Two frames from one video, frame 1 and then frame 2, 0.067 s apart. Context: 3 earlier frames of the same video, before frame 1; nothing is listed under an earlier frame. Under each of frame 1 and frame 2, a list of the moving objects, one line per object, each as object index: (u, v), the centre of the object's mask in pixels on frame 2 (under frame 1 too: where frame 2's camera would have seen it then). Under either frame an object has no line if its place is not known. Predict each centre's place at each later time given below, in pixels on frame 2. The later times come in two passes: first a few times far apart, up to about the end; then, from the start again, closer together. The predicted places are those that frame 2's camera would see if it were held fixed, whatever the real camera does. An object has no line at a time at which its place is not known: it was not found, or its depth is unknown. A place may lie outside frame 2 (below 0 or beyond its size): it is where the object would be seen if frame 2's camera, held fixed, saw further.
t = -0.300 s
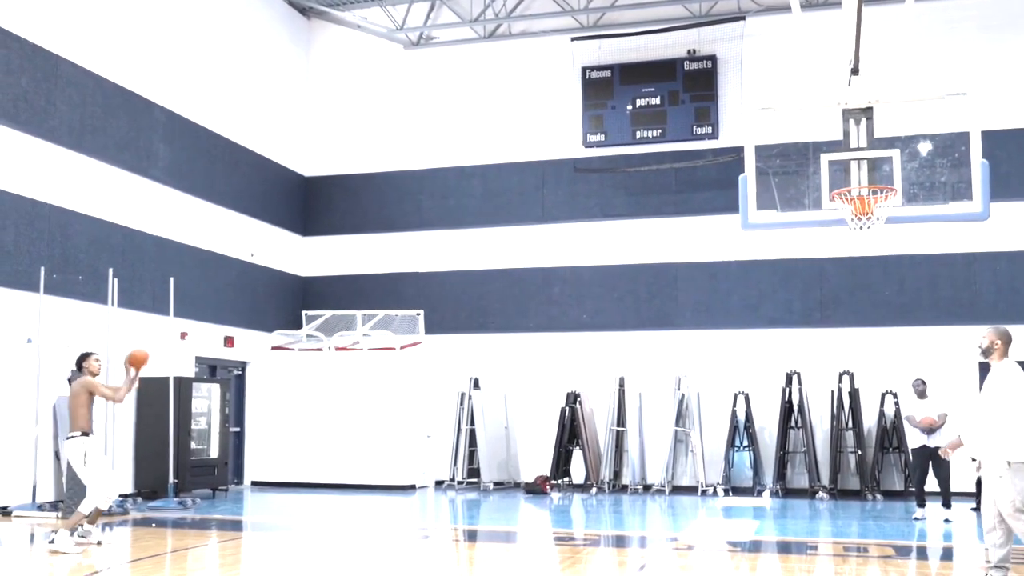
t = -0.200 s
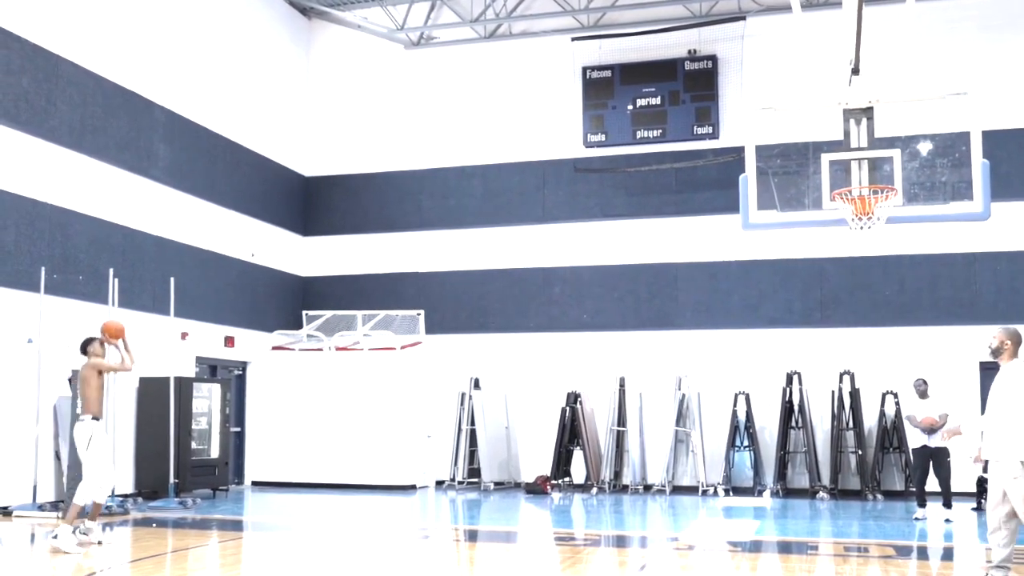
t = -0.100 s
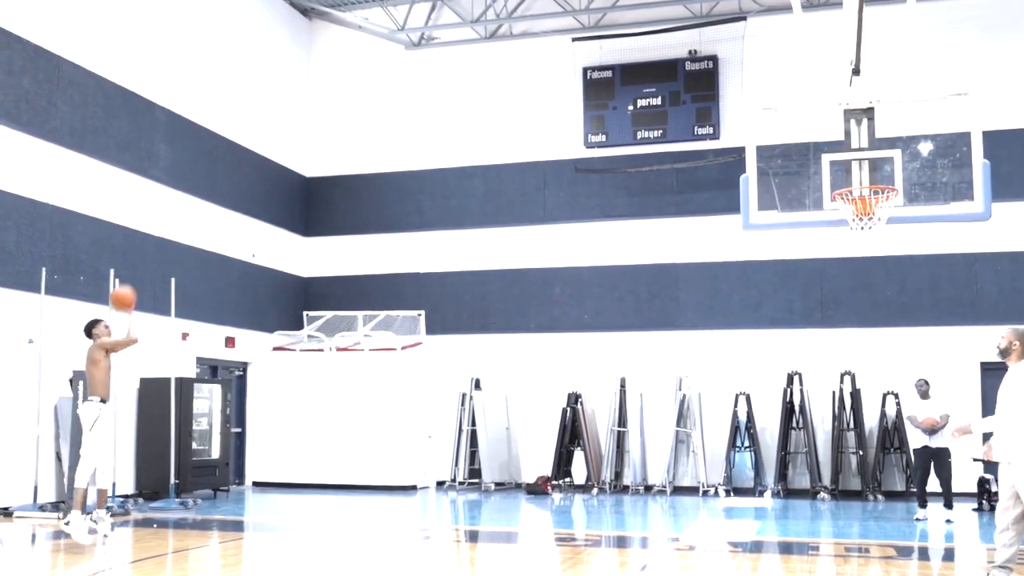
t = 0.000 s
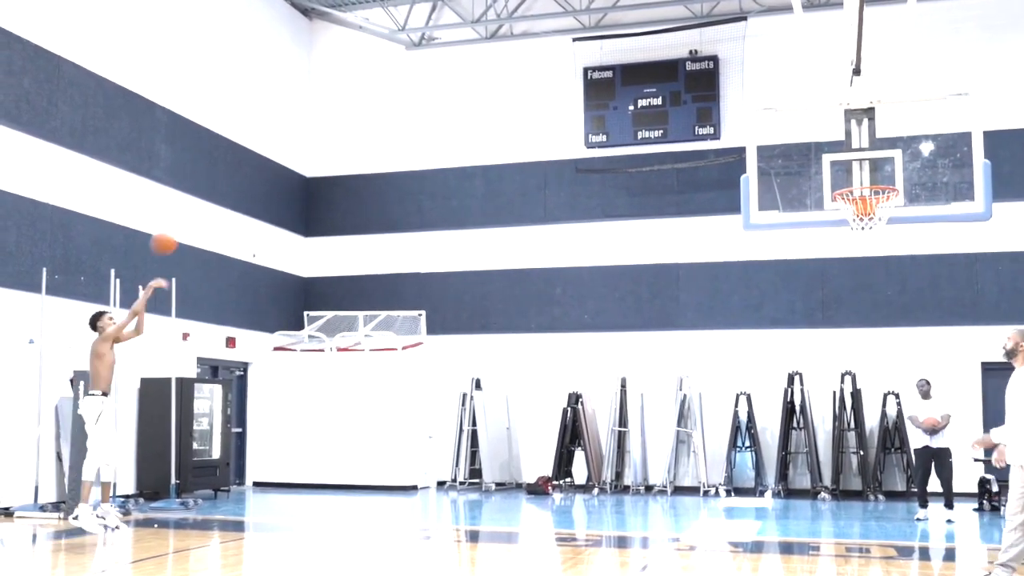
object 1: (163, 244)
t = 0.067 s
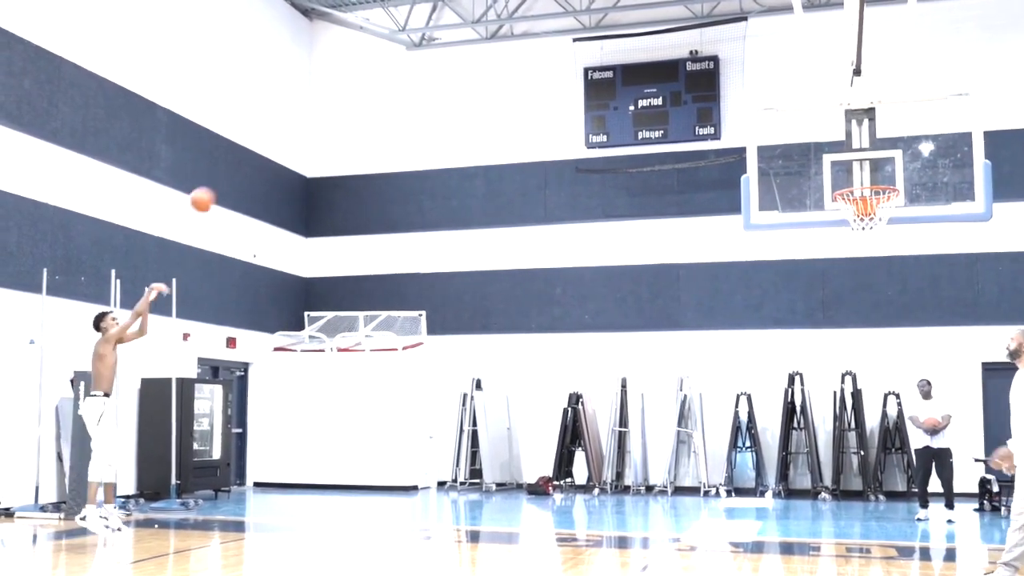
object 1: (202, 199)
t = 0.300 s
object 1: (324, 99)
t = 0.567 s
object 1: (474, 38)
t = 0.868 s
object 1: (658, 61)
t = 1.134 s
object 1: (841, 171)
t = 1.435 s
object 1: (852, 229)
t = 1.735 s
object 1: (802, 299)
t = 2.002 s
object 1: (759, 462)
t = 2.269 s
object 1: (724, 484)
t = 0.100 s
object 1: (218, 184)
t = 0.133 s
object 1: (235, 168)
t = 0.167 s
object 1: (250, 155)
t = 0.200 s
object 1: (271, 138)
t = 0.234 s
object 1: (289, 125)
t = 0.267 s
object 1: (306, 112)
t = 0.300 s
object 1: (324, 99)
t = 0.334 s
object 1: (342, 88)
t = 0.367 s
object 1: (361, 78)
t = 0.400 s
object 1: (379, 68)
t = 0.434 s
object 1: (398, 61)
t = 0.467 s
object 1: (417, 52)
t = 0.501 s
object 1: (435, 48)
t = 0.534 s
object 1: (455, 43)
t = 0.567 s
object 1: (474, 38)
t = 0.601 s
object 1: (493, 36)
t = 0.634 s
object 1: (512, 34)
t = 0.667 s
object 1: (533, 34)
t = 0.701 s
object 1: (553, 35)
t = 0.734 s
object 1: (574, 38)
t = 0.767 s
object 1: (594, 40)
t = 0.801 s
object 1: (614, 45)
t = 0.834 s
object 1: (637, 53)
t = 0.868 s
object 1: (658, 61)
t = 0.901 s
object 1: (678, 66)
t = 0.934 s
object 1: (700, 76)
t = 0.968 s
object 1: (720, 87)
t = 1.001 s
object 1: (745, 102)
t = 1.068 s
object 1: (793, 135)
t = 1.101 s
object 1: (815, 151)
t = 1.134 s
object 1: (841, 171)
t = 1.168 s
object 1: (862, 179)
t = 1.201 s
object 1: (881, 184)
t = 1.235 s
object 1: (883, 203)
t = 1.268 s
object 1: (881, 208)
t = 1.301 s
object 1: (873, 208)
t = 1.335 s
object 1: (869, 225)
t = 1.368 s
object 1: (862, 229)
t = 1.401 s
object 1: (857, 229)
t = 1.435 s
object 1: (852, 229)
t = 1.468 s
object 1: (846, 232)
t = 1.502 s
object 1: (841, 236)
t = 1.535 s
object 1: (835, 241)
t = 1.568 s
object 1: (830, 249)
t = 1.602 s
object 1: (824, 258)
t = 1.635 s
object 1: (818, 266)
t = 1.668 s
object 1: (813, 275)
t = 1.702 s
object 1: (808, 286)
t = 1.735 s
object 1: (802, 299)
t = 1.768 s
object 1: (797, 313)
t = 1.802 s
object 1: (792, 327)
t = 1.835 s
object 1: (787, 348)
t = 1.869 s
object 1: (782, 368)
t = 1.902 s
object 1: (777, 389)
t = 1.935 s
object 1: (770, 413)
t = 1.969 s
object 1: (763, 438)
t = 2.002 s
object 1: (759, 462)
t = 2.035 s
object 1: (753, 483)
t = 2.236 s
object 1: (727, 501)
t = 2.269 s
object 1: (724, 484)
